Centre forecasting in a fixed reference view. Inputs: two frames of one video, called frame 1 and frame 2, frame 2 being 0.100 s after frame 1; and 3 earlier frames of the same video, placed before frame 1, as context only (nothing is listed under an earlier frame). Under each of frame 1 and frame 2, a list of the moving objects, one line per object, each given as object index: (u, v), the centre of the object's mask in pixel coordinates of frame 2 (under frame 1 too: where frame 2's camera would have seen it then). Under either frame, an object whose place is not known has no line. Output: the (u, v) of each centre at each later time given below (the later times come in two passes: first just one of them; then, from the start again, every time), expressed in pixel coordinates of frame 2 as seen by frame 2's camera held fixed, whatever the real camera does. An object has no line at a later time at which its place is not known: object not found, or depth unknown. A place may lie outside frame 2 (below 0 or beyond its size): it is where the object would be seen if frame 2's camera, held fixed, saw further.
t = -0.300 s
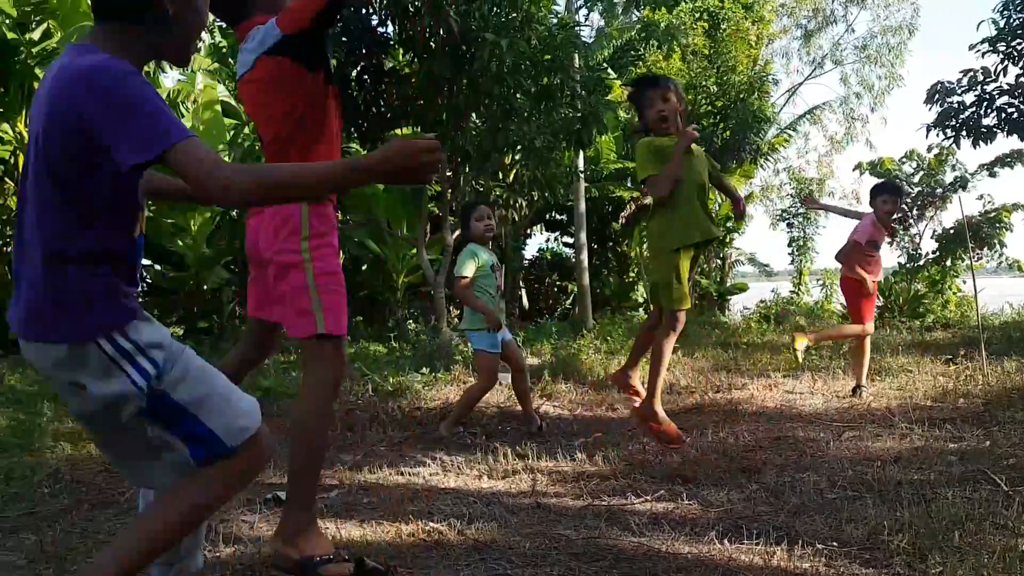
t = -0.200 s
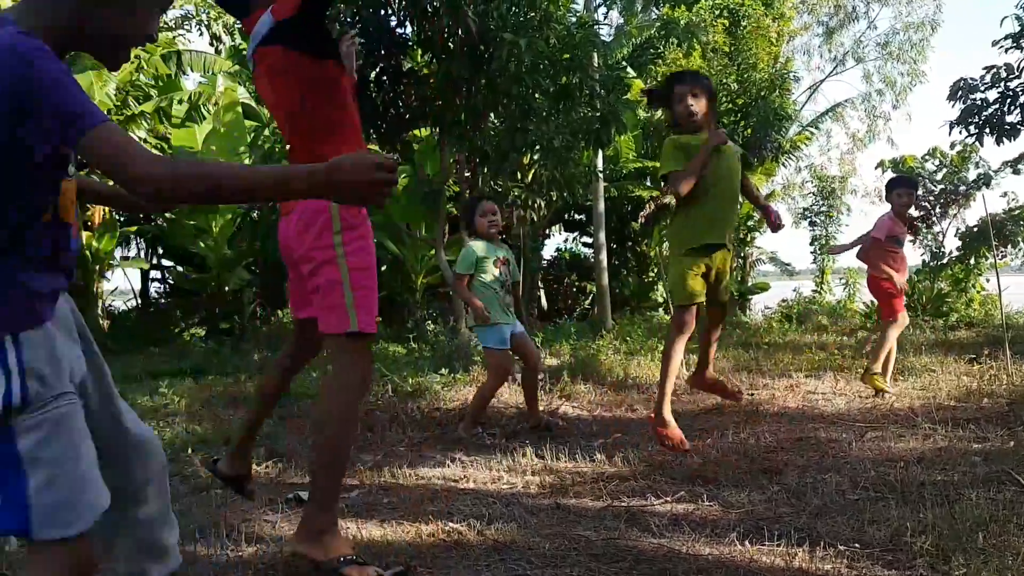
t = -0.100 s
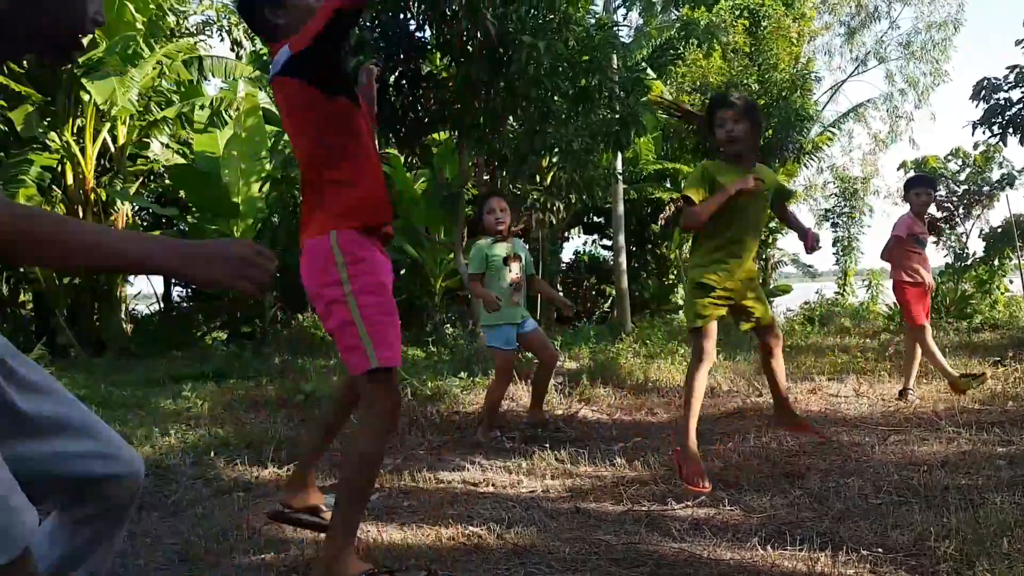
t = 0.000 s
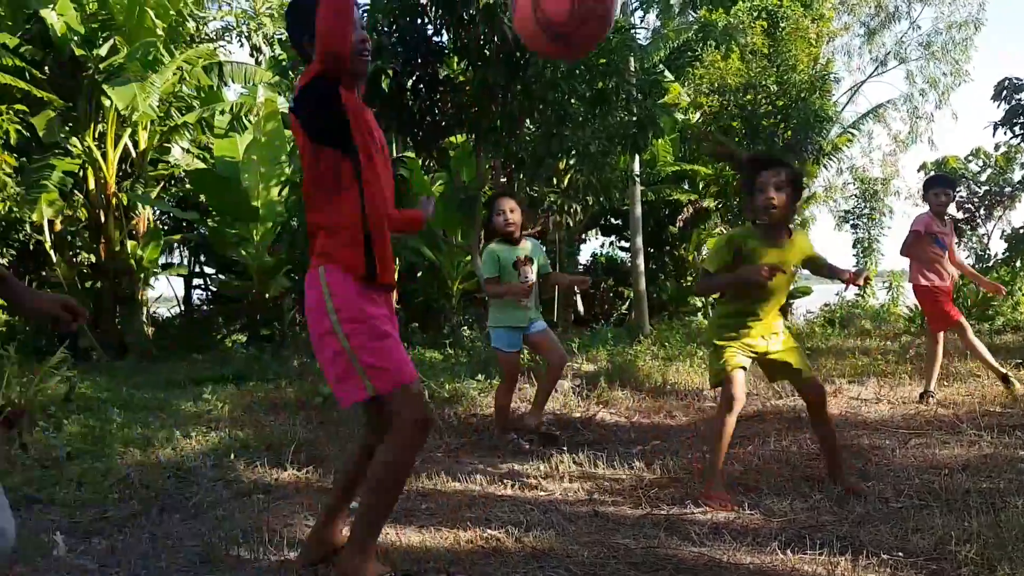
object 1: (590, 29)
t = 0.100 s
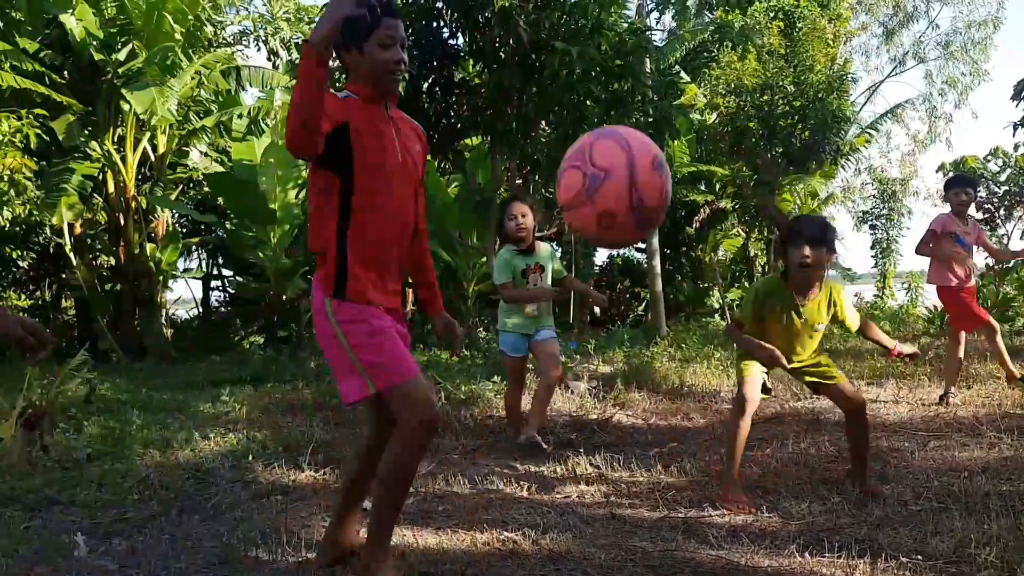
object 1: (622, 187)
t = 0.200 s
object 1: (662, 460)
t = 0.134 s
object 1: (650, 269)
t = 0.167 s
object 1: (648, 357)
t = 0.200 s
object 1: (662, 460)
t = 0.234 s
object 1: (671, 539)
